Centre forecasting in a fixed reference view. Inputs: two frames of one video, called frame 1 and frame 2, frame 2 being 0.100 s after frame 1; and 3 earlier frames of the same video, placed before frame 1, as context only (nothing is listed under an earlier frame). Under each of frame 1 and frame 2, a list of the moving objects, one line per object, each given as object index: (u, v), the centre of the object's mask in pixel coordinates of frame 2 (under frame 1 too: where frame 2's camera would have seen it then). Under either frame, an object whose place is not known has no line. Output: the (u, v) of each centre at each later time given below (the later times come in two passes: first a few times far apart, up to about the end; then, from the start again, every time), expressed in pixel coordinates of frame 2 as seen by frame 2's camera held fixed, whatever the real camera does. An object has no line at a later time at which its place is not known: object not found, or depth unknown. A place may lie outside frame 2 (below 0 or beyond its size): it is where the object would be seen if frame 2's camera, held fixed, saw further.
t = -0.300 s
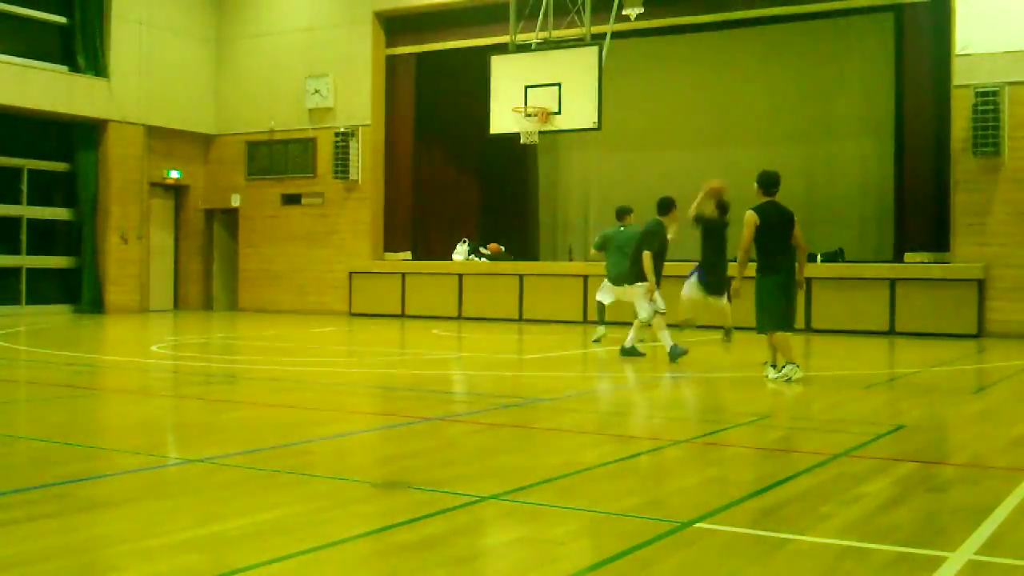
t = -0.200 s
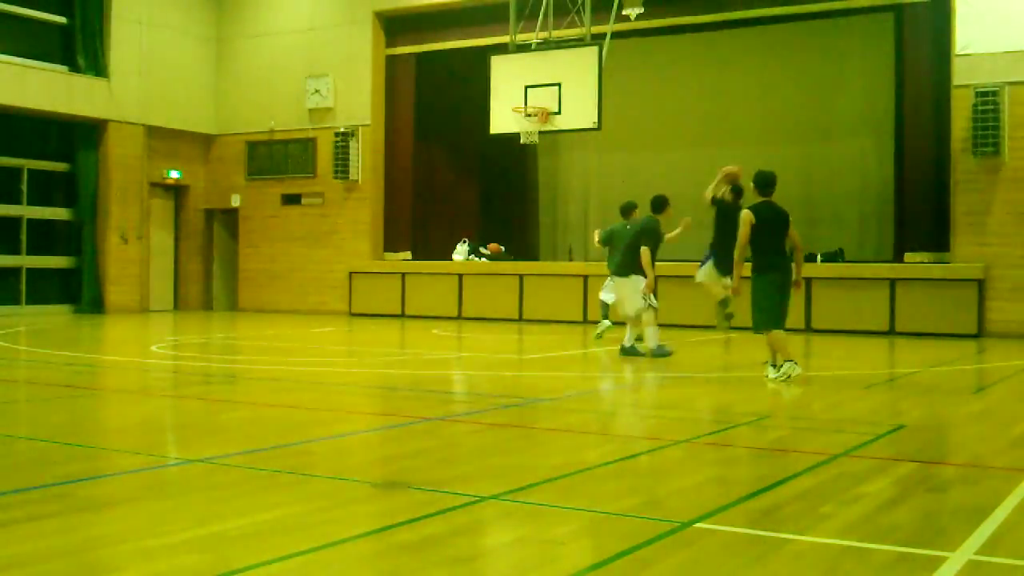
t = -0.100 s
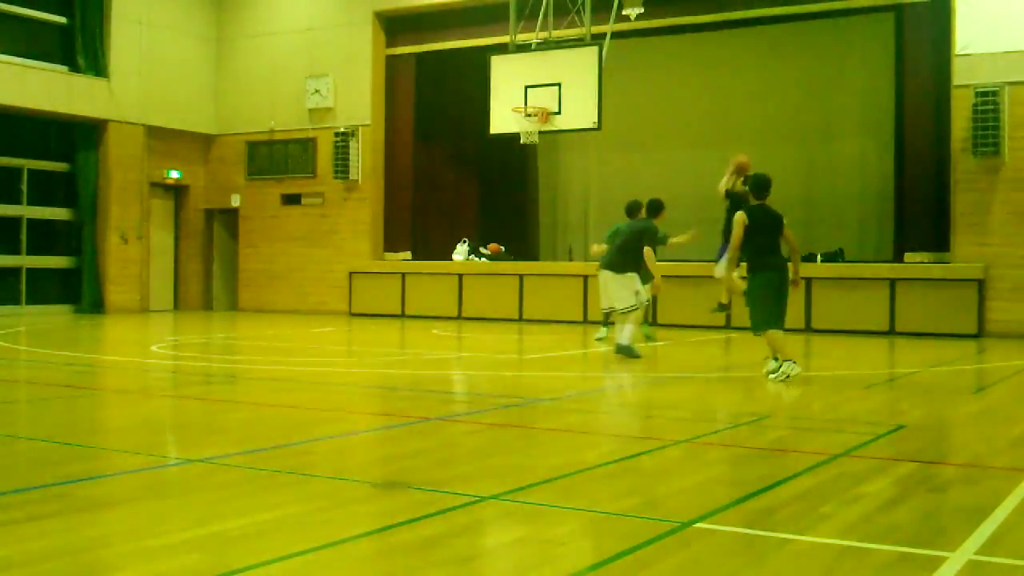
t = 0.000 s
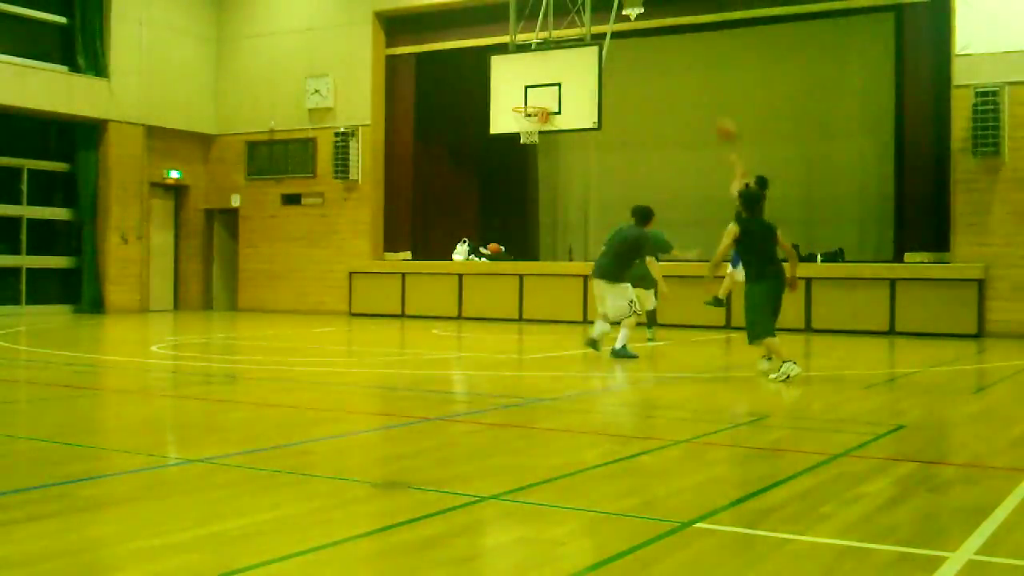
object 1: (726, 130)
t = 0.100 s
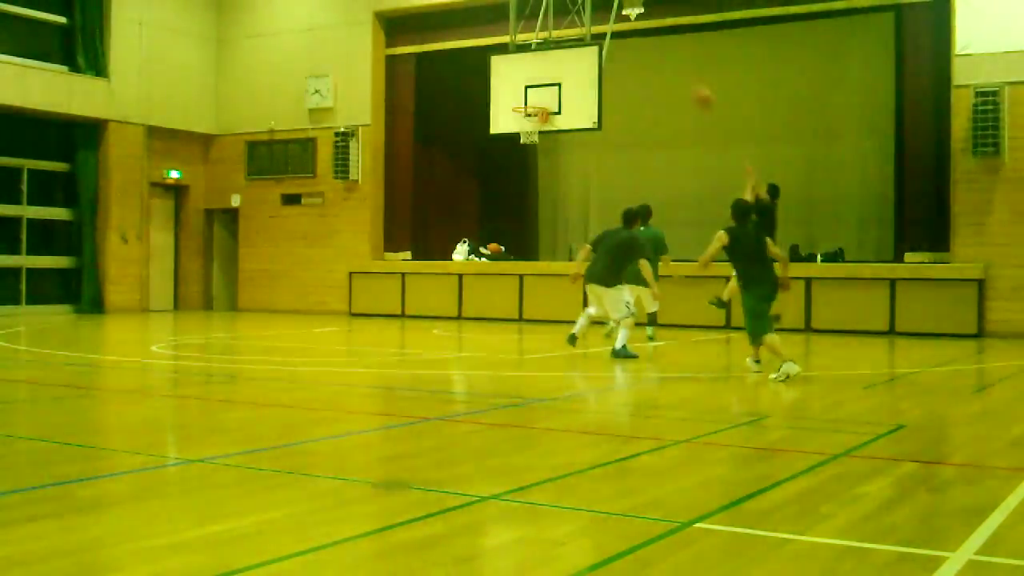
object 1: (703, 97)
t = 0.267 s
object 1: (666, 60)
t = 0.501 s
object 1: (615, 44)
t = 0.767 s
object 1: (561, 77)
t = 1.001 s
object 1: (518, 127)
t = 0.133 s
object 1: (695, 87)
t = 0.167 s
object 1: (688, 79)
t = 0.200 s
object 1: (680, 71)
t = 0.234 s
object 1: (672, 65)
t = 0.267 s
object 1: (666, 60)
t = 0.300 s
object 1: (659, 54)
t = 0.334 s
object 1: (651, 51)
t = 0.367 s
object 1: (643, 48)
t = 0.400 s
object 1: (636, 46)
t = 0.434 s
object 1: (630, 44)
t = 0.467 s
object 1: (623, 44)
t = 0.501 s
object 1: (615, 44)
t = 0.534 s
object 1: (608, 46)
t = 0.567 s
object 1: (602, 47)
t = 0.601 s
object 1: (595, 50)
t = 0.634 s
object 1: (587, 54)
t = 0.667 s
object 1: (581, 59)
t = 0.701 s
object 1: (574, 64)
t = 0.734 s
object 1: (567, 70)
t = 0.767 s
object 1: (561, 77)
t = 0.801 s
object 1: (555, 83)
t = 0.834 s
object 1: (547, 92)
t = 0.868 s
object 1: (542, 100)
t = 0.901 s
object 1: (533, 110)
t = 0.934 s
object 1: (529, 115)
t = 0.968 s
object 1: (521, 123)
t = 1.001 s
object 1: (518, 127)
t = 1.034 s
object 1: (517, 127)
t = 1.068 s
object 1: (516, 126)
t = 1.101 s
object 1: (515, 126)
